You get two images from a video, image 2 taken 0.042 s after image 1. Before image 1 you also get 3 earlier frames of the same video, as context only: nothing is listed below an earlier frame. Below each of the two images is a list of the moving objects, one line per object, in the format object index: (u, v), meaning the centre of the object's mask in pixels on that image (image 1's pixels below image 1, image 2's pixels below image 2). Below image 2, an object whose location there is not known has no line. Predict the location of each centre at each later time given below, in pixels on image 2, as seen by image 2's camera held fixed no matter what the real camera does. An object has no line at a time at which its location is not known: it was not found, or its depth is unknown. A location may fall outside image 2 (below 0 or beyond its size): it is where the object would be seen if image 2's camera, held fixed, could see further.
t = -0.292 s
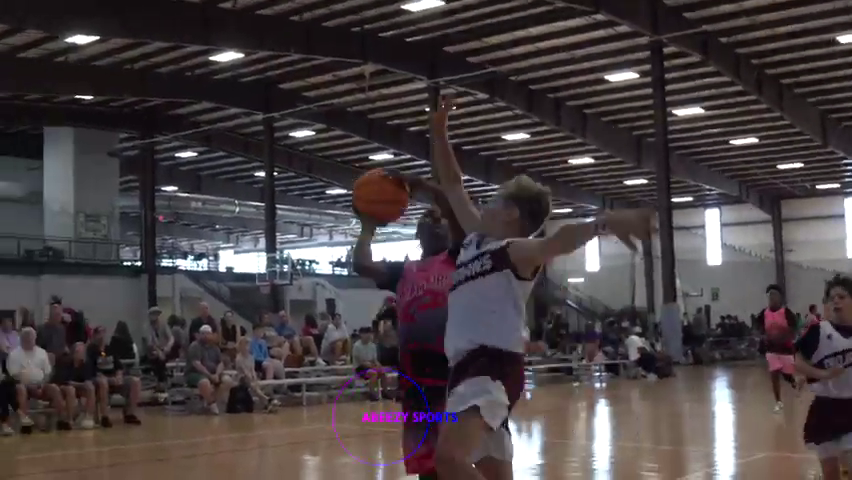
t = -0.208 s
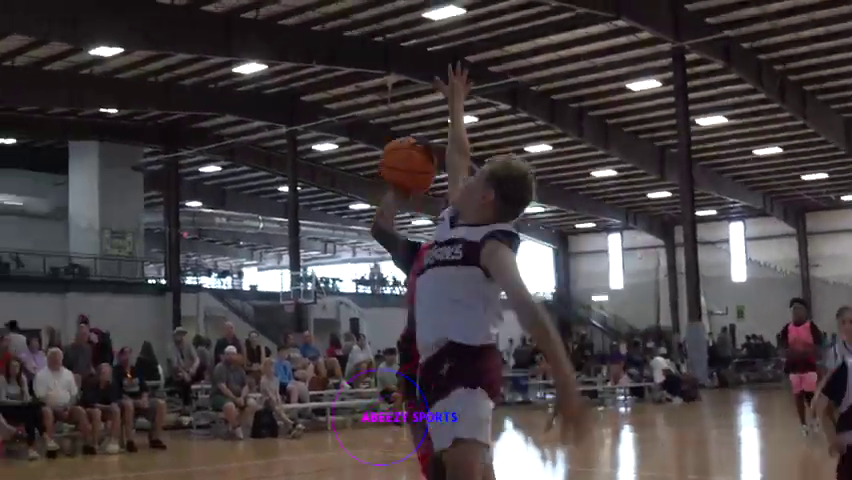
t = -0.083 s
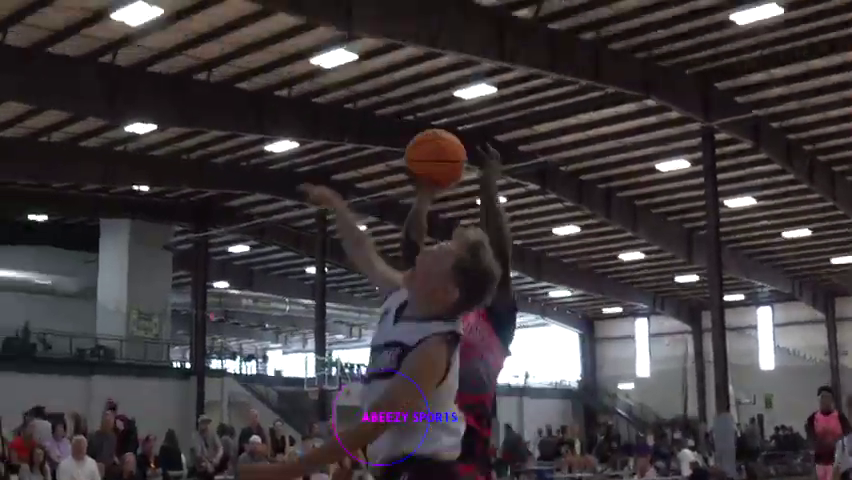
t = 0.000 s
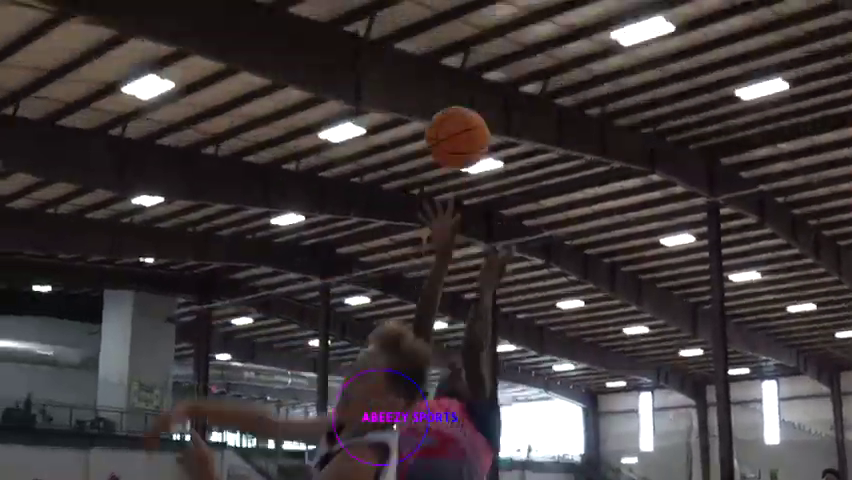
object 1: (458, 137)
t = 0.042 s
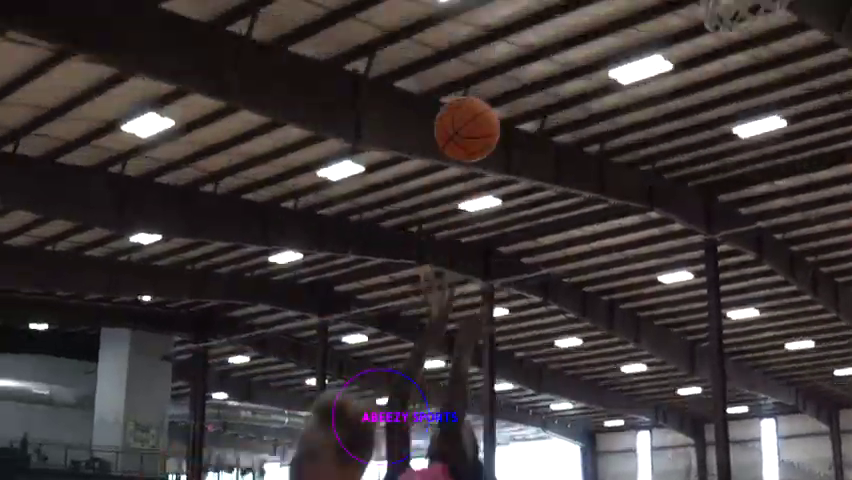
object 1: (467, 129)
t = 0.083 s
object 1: (480, 83)
